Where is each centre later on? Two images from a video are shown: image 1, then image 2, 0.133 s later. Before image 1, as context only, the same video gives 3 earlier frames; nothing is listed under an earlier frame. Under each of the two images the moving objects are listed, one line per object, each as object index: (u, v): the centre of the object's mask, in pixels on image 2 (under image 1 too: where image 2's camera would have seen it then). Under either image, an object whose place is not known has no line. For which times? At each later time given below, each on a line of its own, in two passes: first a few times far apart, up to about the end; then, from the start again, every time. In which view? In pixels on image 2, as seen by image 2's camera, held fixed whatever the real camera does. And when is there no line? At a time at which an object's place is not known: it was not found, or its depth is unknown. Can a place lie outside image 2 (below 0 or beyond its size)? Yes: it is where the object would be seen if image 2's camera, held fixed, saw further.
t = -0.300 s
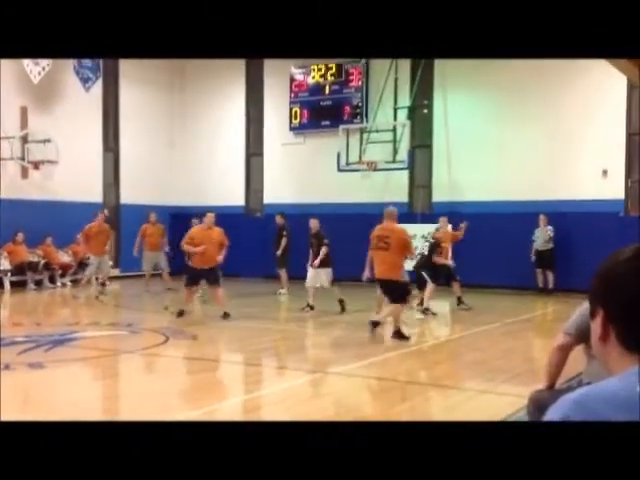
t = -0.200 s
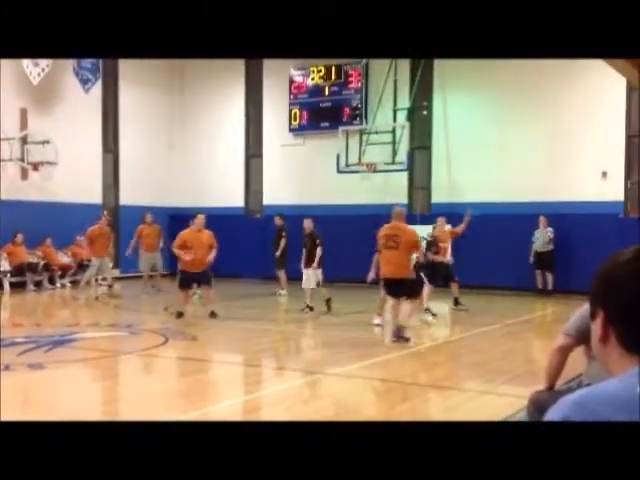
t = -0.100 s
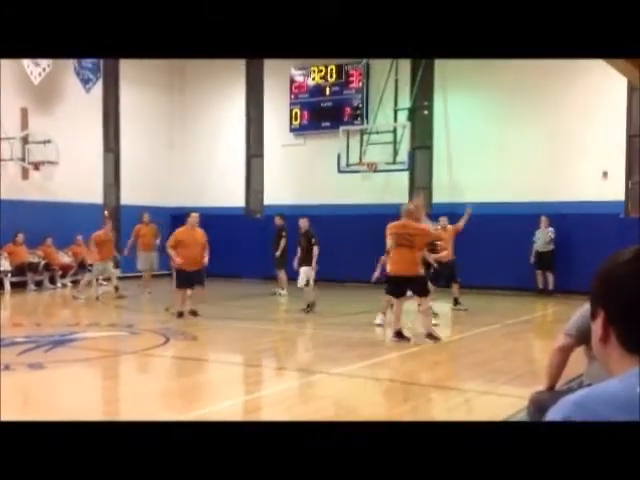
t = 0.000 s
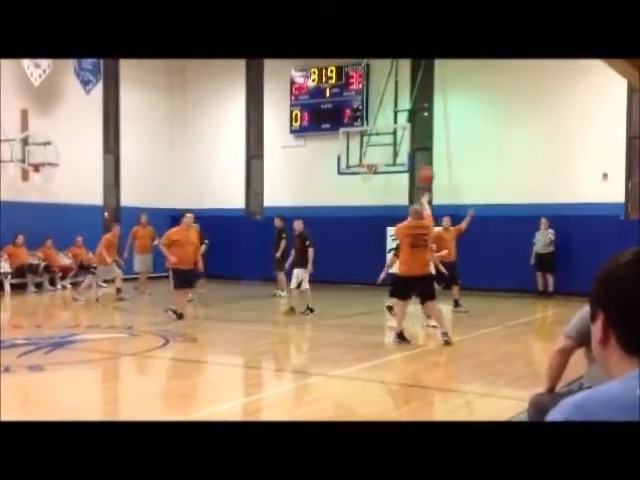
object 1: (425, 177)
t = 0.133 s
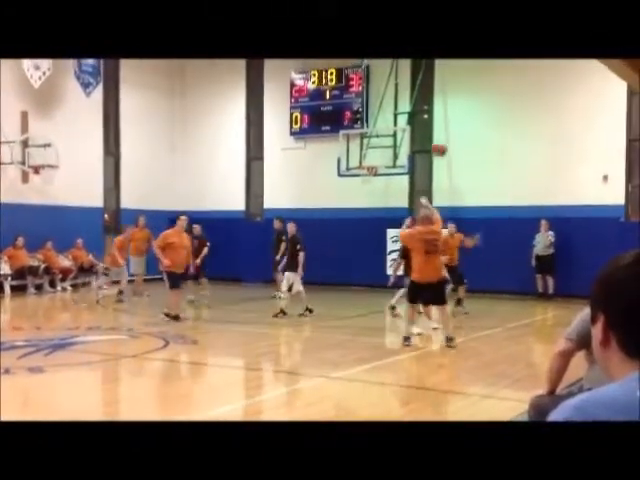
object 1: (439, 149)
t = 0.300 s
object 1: (453, 131)
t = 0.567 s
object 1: (471, 137)
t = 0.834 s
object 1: (485, 174)
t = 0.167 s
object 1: (442, 144)
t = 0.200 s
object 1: (444, 140)
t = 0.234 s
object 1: (447, 136)
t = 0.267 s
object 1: (450, 133)
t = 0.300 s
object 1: (453, 131)
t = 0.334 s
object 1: (456, 130)
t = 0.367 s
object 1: (458, 129)
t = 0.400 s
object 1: (459, 129)
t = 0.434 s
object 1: (462, 130)
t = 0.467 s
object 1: (464, 131)
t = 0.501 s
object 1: (467, 132)
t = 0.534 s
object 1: (469, 134)
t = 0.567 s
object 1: (471, 137)
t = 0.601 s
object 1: (473, 140)
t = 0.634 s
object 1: (474, 144)
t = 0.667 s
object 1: (476, 148)
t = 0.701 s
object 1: (478, 152)
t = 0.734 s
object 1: (481, 157)
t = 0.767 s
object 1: (482, 163)
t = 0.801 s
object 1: (483, 168)
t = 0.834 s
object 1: (485, 174)
